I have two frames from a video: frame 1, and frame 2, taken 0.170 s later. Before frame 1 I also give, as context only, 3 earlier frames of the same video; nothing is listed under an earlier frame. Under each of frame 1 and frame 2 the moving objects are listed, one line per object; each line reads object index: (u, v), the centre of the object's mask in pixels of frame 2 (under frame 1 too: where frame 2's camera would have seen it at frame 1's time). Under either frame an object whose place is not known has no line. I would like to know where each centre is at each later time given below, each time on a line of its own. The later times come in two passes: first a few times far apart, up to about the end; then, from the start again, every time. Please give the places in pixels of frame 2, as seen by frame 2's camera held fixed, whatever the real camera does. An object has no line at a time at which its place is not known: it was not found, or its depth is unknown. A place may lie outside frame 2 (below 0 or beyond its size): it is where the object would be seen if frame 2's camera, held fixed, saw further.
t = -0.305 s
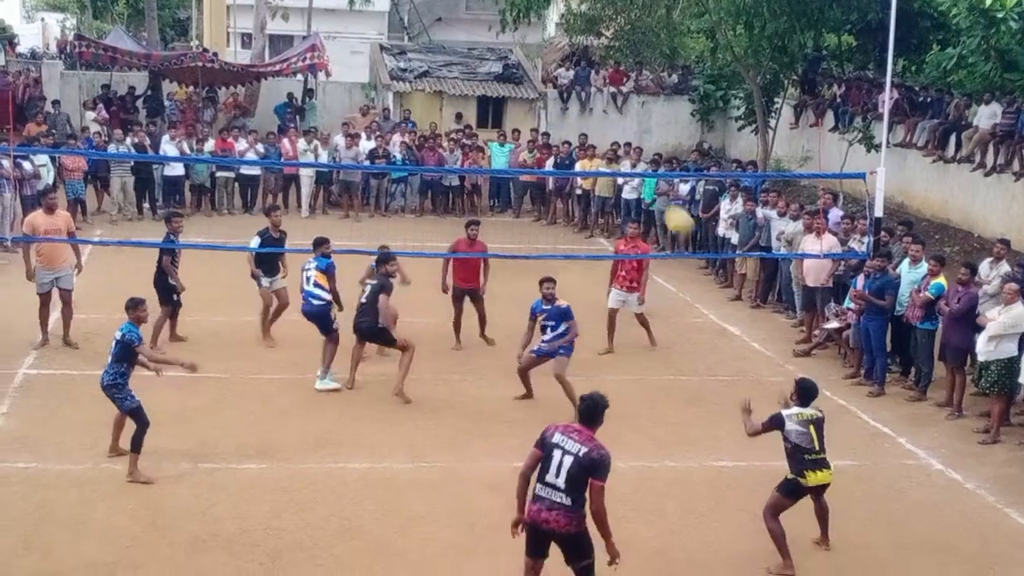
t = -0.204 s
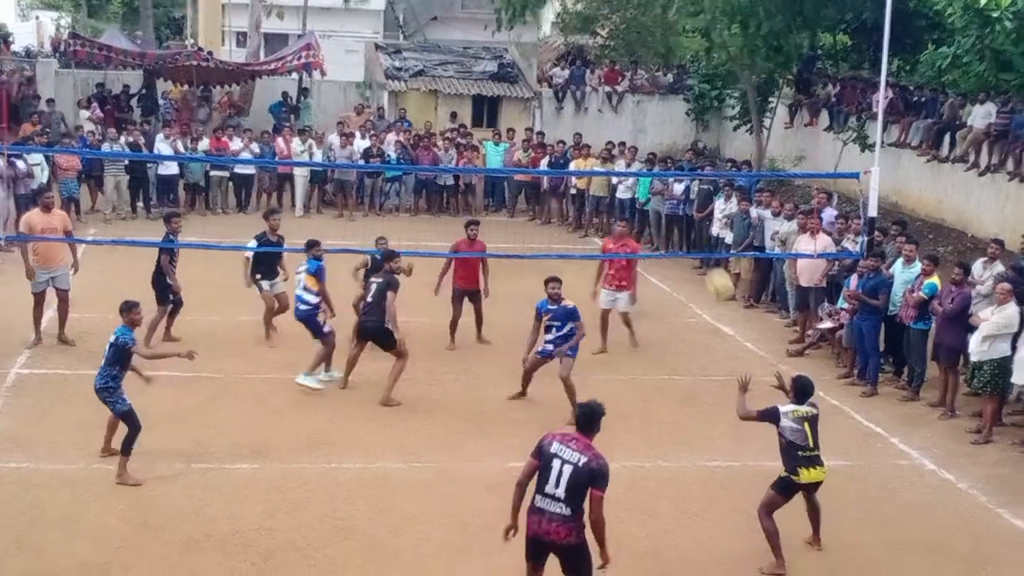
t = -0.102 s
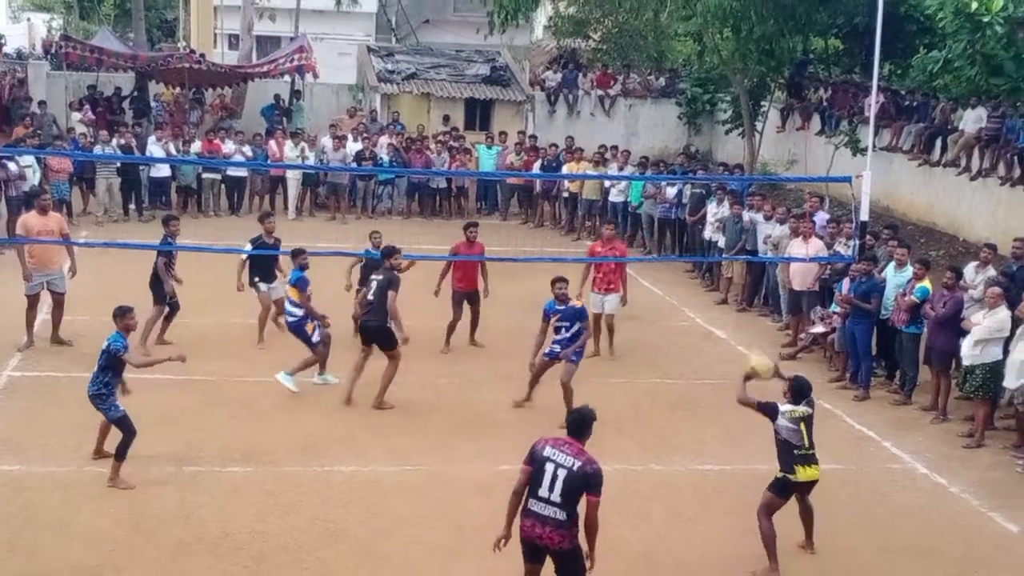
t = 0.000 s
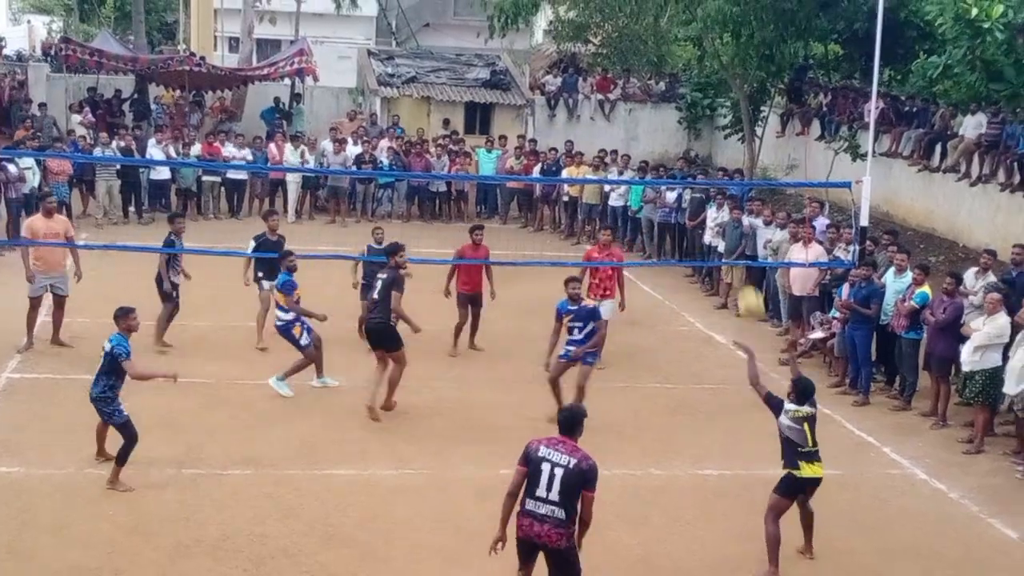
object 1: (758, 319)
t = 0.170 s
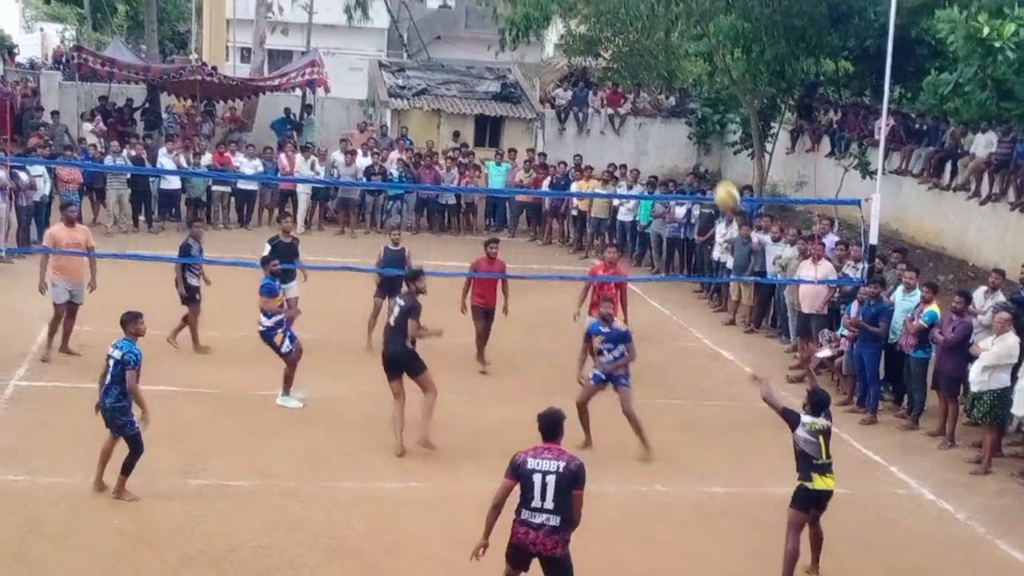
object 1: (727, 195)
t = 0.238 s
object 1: (713, 156)
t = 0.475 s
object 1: (666, 66)
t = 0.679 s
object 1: (626, 40)
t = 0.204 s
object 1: (719, 174)
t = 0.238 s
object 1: (713, 156)
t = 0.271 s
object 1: (707, 139)
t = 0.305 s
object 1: (700, 123)
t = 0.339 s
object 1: (693, 109)
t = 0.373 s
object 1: (686, 96)
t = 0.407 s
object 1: (680, 84)
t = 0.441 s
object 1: (672, 74)
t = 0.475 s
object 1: (666, 66)
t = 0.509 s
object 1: (659, 59)
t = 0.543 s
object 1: (652, 52)
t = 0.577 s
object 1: (645, 48)
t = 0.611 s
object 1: (639, 44)
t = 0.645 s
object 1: (632, 42)
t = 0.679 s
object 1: (626, 40)
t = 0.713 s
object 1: (618, 41)
